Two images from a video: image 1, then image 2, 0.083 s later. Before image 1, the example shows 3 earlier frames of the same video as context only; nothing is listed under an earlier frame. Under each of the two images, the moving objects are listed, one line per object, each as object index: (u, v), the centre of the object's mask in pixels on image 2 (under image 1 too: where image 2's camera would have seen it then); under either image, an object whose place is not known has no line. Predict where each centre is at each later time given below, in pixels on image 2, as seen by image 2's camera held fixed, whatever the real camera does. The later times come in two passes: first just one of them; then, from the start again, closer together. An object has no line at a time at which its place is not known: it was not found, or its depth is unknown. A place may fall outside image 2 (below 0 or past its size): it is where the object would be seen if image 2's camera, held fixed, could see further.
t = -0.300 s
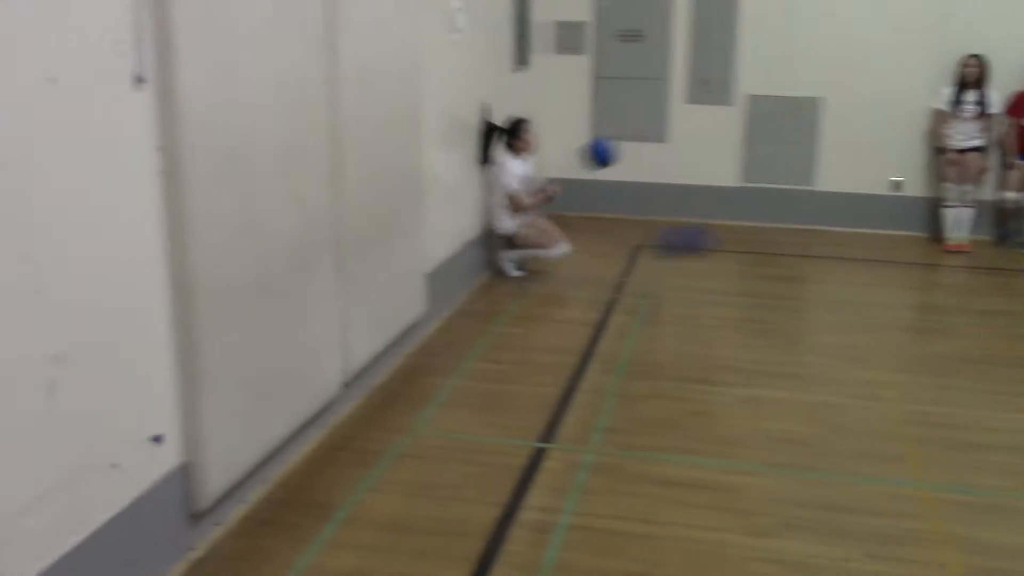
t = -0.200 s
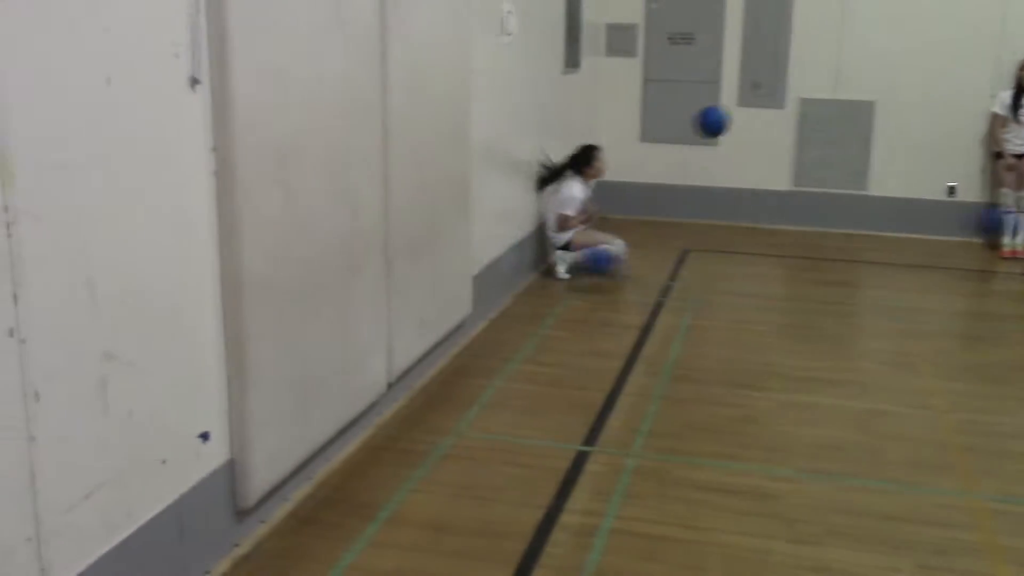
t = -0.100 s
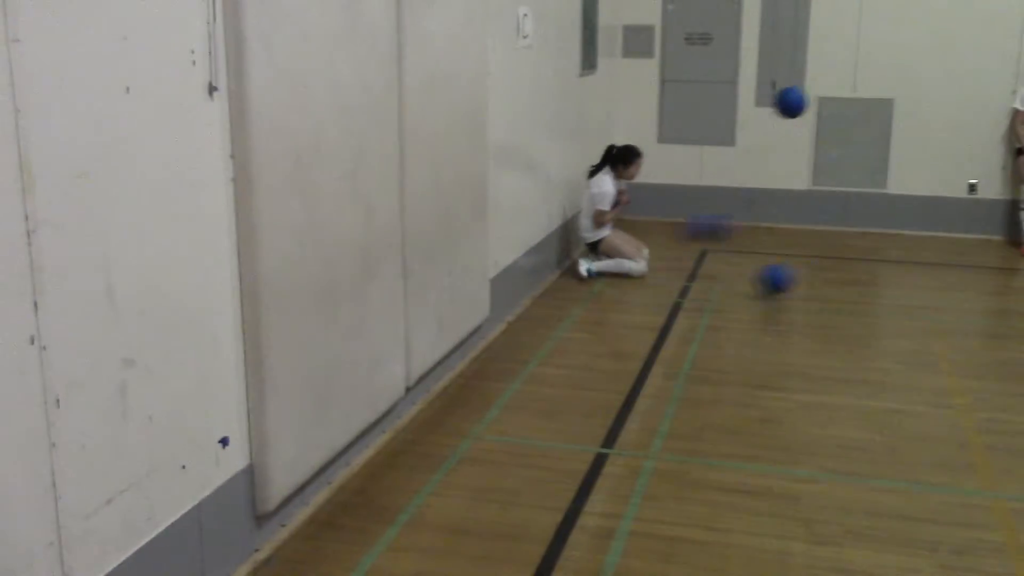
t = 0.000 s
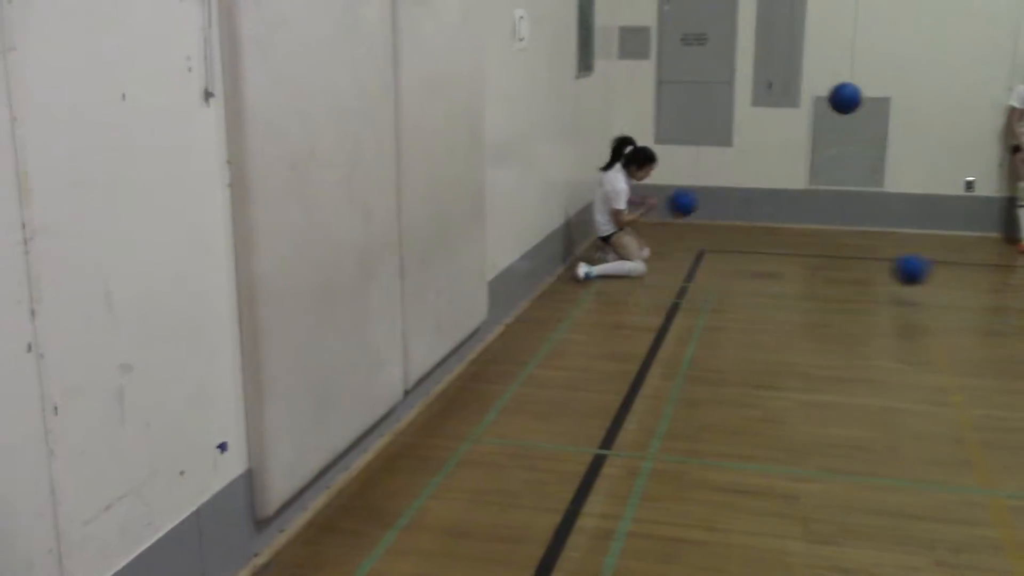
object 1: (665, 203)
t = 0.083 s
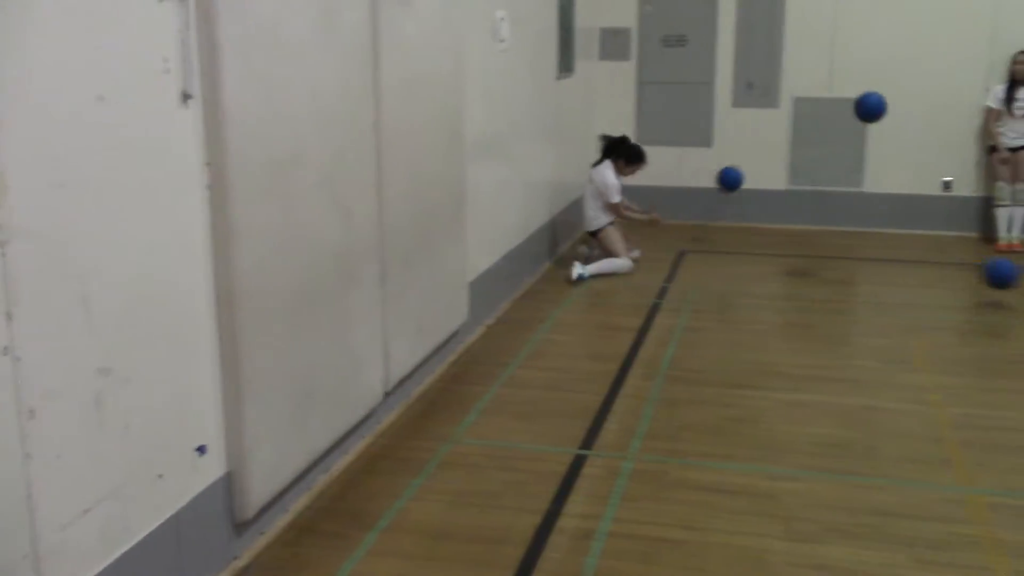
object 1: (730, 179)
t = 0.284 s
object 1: (841, 173)
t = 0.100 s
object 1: (742, 175)
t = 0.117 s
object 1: (753, 171)
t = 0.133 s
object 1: (763, 168)
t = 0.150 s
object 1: (774, 166)
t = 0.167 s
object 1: (782, 163)
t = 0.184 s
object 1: (793, 162)
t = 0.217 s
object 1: (810, 162)
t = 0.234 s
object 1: (817, 164)
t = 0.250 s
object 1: (825, 166)
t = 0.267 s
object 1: (833, 169)
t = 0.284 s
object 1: (841, 173)
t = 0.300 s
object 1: (849, 176)
